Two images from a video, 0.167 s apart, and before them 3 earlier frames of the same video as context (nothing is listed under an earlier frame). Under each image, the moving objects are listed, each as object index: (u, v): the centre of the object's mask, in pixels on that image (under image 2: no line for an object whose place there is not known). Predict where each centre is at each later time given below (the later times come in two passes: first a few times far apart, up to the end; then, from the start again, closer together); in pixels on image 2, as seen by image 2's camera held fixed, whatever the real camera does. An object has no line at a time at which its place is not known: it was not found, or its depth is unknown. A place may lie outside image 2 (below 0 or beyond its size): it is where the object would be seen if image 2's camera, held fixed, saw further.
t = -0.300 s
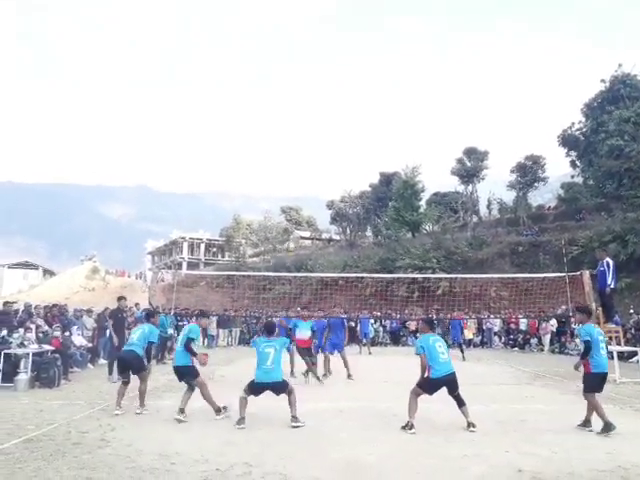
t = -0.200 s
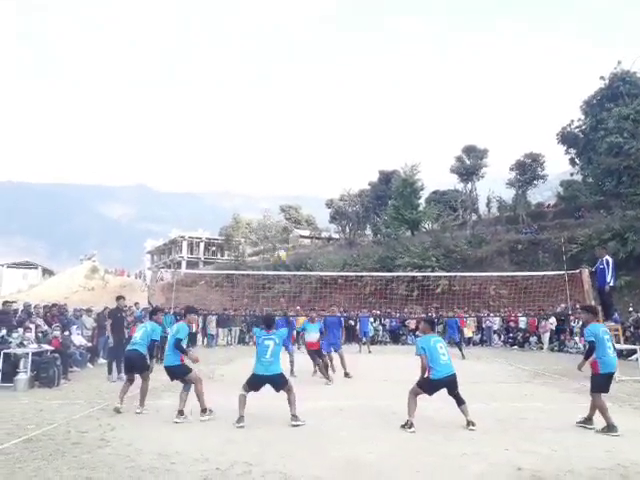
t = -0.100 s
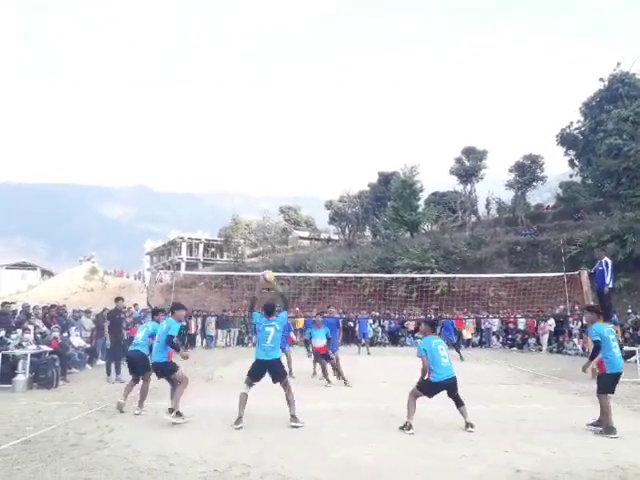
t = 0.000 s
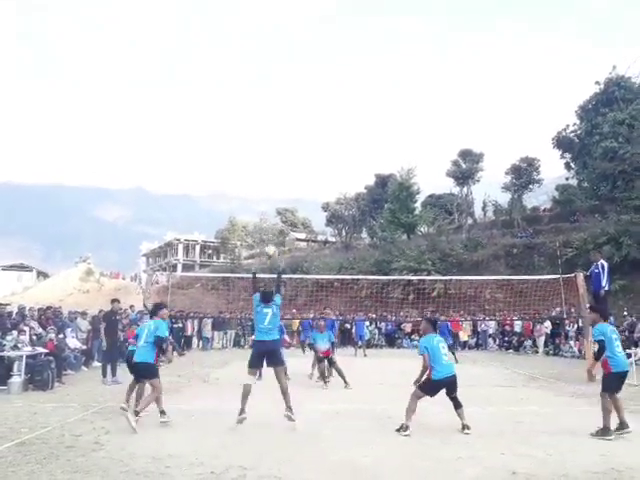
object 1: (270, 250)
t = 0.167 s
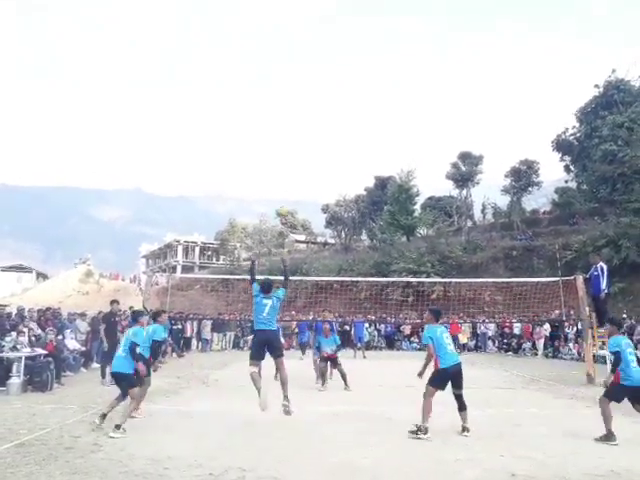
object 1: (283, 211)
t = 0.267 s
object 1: (290, 196)
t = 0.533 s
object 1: (306, 185)
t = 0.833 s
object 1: (322, 216)
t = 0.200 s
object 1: (286, 204)
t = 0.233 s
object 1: (288, 200)
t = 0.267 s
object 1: (290, 196)
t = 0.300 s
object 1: (292, 193)
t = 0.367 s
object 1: (297, 187)
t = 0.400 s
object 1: (299, 186)
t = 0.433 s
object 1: (301, 184)
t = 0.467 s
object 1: (303, 184)
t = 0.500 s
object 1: (305, 185)
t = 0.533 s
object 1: (306, 185)
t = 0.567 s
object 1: (308, 187)
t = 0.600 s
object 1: (310, 189)
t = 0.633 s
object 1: (312, 191)
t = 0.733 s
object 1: (316, 202)
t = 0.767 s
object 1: (319, 206)
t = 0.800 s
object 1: (321, 210)
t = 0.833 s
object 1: (322, 216)
